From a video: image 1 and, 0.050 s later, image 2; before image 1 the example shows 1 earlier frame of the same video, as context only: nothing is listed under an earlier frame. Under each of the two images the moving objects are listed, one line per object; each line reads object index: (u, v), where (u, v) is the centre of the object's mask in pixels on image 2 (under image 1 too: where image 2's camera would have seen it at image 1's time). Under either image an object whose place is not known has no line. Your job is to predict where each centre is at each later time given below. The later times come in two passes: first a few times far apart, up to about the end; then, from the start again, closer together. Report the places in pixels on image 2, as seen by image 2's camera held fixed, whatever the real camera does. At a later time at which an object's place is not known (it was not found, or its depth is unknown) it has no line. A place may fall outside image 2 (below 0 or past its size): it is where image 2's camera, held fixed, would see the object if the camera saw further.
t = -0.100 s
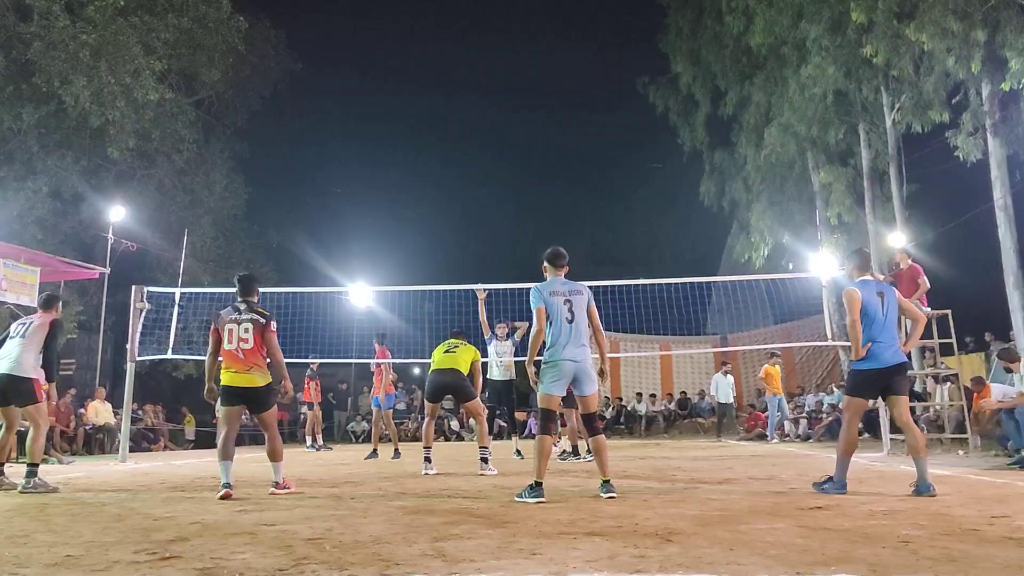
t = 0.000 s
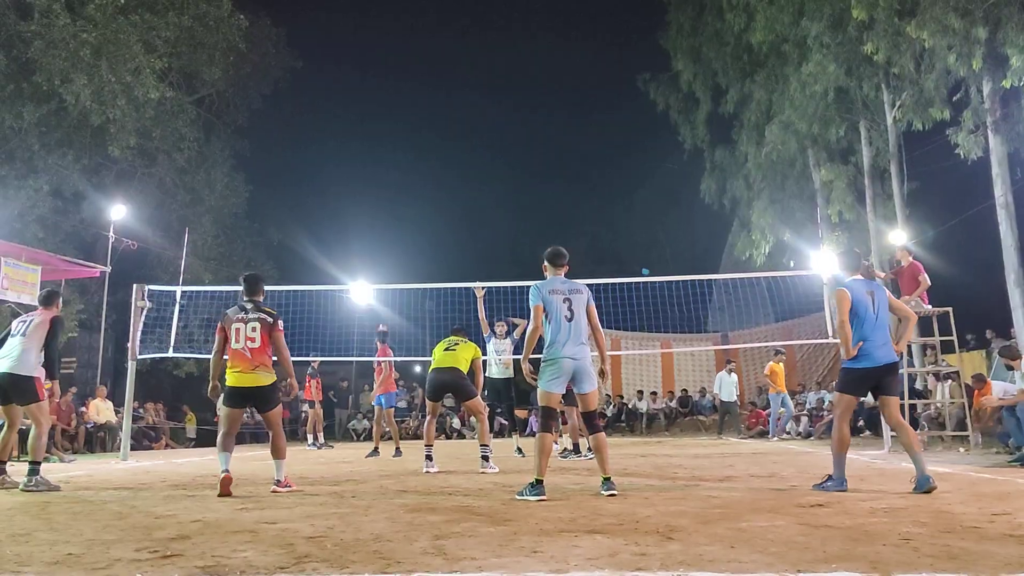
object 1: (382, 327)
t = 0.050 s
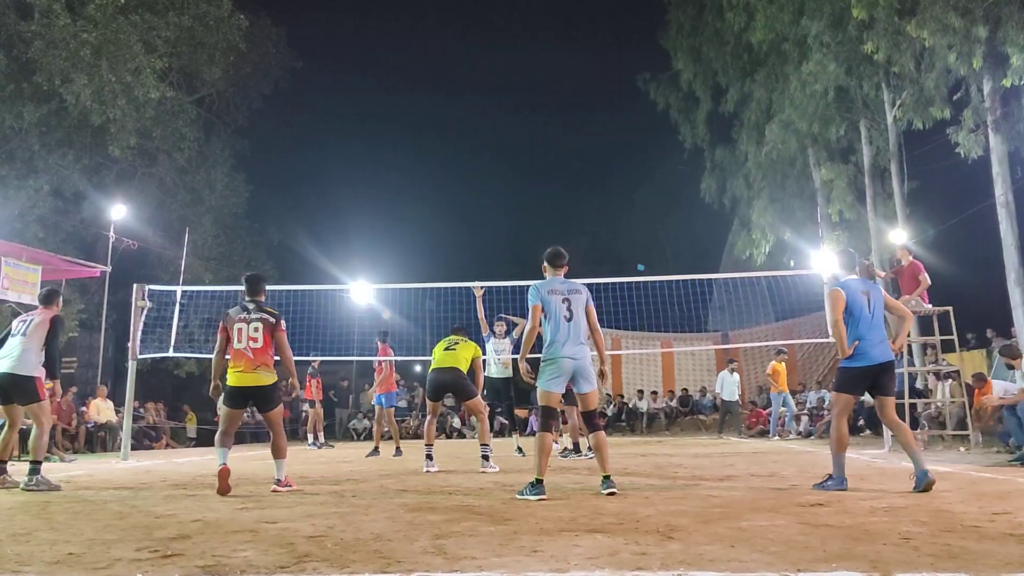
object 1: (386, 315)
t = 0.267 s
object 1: (403, 262)
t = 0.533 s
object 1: (433, 212)
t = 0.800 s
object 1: (475, 189)
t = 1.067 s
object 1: (534, 213)
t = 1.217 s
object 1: (579, 259)
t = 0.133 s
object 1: (391, 294)
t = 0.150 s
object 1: (392, 291)
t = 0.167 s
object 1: (394, 282)
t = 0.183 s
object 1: (395, 280)
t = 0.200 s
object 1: (397, 277)
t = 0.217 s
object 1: (398, 274)
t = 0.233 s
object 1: (400, 270)
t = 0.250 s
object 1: (401, 266)
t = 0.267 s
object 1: (403, 262)
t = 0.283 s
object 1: (404, 259)
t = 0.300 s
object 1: (406, 255)
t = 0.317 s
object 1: (408, 252)
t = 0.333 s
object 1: (409, 248)
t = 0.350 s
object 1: (411, 245)
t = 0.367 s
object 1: (413, 242)
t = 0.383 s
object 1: (415, 238)
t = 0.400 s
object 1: (416, 235)
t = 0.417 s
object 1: (418, 232)
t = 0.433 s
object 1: (420, 228)
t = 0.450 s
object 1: (422, 226)
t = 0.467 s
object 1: (424, 222)
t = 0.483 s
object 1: (426, 220)
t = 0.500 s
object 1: (428, 217)
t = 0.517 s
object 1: (431, 214)
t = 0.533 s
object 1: (433, 212)
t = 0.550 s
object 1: (435, 209)
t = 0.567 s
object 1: (438, 207)
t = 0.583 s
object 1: (440, 205)
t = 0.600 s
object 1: (443, 202)
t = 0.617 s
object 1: (445, 200)
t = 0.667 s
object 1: (453, 196)
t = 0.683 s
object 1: (455, 194)
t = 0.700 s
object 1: (458, 193)
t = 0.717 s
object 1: (461, 191)
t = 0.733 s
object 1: (464, 191)
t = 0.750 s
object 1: (466, 190)
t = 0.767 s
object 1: (469, 189)
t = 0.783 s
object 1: (472, 189)
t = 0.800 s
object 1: (475, 189)
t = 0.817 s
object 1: (478, 189)
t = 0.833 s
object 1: (481, 189)
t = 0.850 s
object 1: (485, 189)
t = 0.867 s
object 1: (488, 190)
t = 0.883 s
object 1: (491, 190)
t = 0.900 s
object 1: (495, 191)
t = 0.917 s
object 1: (498, 192)
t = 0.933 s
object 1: (502, 194)
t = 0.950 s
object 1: (506, 195)
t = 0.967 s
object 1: (509, 197)
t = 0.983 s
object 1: (513, 199)
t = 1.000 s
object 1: (517, 201)
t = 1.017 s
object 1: (521, 204)
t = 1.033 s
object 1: (525, 207)
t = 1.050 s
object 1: (529, 209)
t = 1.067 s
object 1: (534, 213)
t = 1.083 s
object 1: (538, 216)
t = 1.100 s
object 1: (543, 220)
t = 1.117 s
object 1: (547, 224)
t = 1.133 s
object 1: (552, 229)
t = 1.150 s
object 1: (557, 234)
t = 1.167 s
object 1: (562, 239)
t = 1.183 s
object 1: (568, 245)
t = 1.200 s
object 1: (573, 252)
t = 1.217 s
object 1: (579, 259)
